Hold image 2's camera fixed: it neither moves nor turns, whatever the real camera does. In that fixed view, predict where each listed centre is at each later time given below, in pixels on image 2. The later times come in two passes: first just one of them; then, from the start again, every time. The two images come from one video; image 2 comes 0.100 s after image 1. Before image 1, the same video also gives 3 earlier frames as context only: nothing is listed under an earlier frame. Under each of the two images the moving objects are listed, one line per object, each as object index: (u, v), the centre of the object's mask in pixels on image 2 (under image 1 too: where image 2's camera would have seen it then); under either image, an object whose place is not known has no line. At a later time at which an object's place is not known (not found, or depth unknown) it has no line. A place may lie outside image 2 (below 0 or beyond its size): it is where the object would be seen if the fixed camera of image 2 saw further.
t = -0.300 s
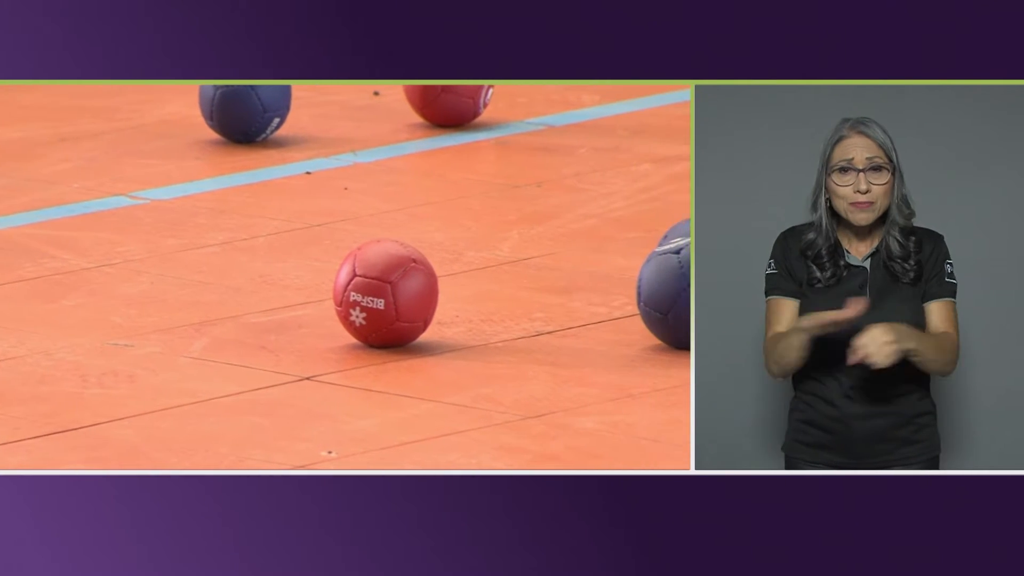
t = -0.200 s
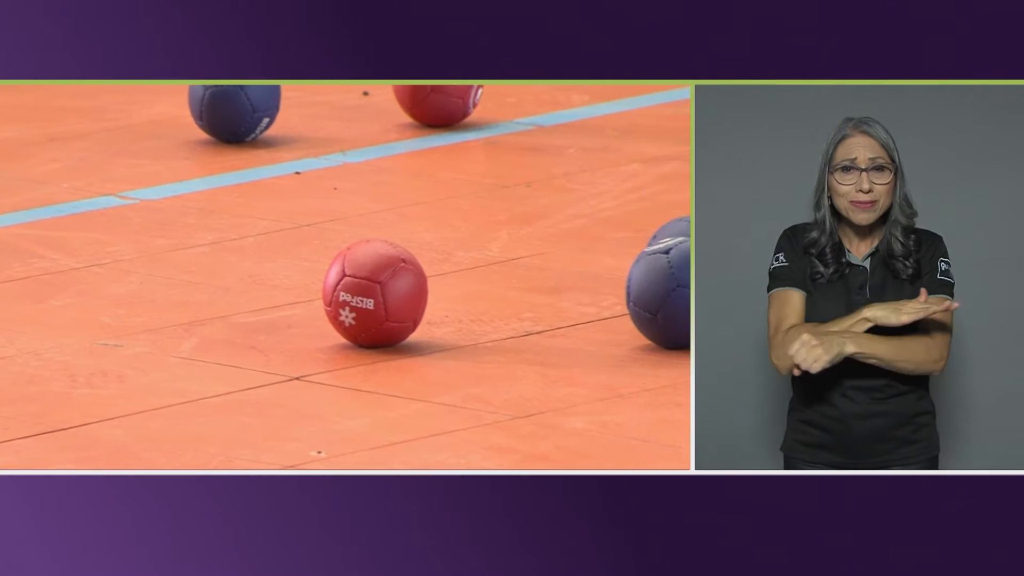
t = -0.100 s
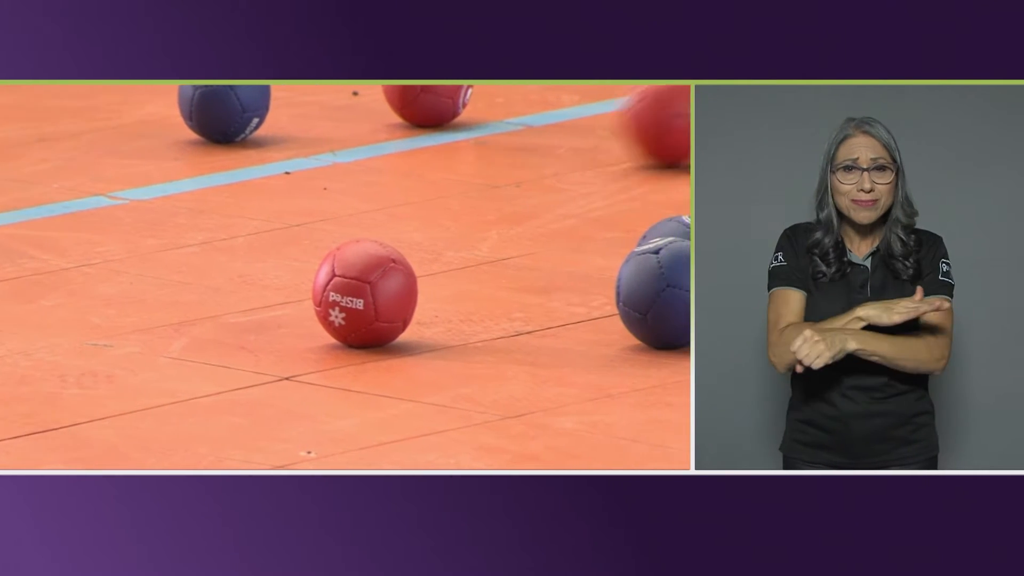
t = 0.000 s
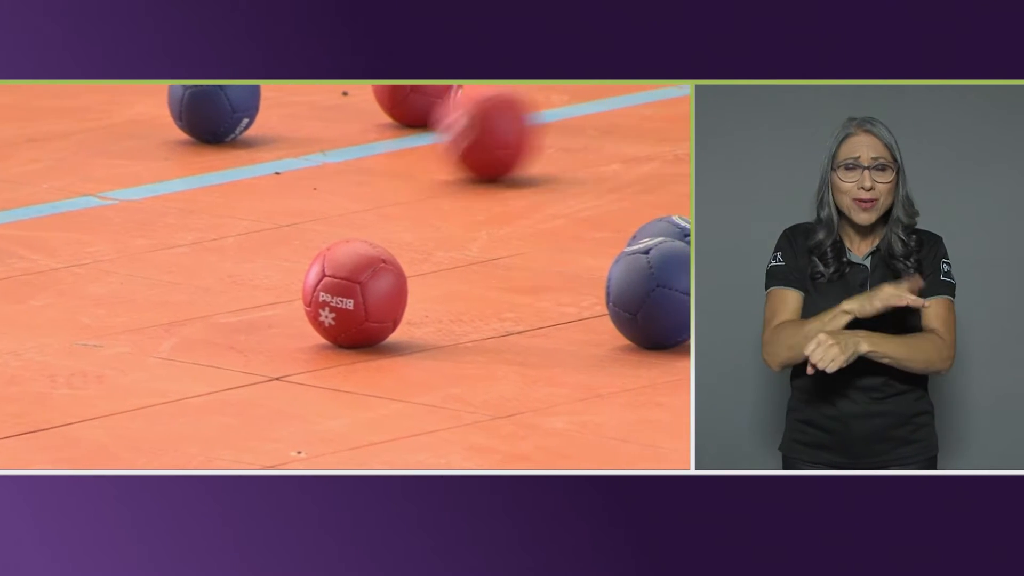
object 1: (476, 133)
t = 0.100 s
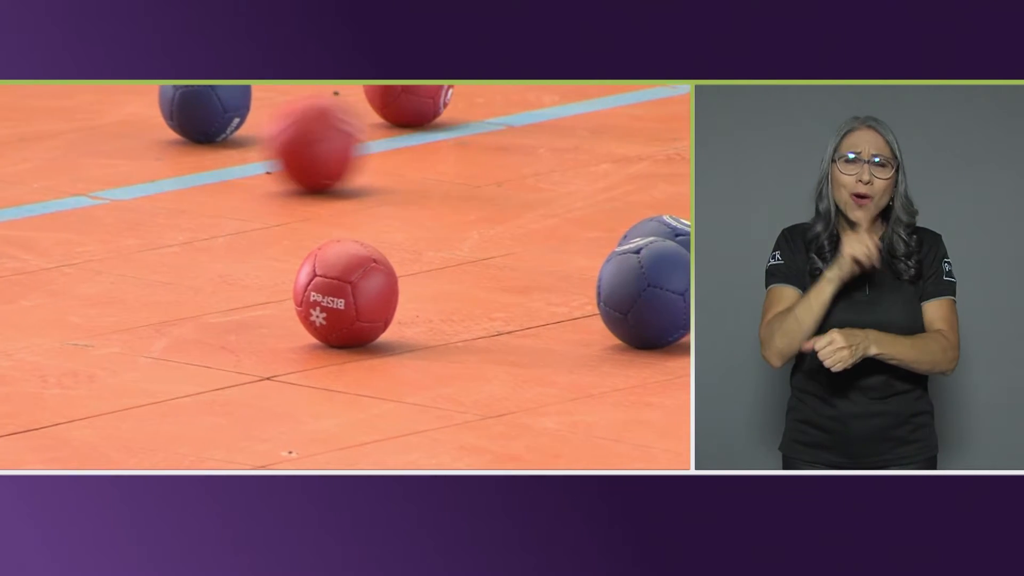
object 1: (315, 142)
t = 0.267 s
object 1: (58, 163)
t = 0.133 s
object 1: (259, 145)
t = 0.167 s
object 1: (207, 148)
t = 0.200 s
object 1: (158, 155)
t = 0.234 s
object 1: (104, 159)
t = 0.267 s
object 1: (58, 163)
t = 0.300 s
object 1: (36, 167)
